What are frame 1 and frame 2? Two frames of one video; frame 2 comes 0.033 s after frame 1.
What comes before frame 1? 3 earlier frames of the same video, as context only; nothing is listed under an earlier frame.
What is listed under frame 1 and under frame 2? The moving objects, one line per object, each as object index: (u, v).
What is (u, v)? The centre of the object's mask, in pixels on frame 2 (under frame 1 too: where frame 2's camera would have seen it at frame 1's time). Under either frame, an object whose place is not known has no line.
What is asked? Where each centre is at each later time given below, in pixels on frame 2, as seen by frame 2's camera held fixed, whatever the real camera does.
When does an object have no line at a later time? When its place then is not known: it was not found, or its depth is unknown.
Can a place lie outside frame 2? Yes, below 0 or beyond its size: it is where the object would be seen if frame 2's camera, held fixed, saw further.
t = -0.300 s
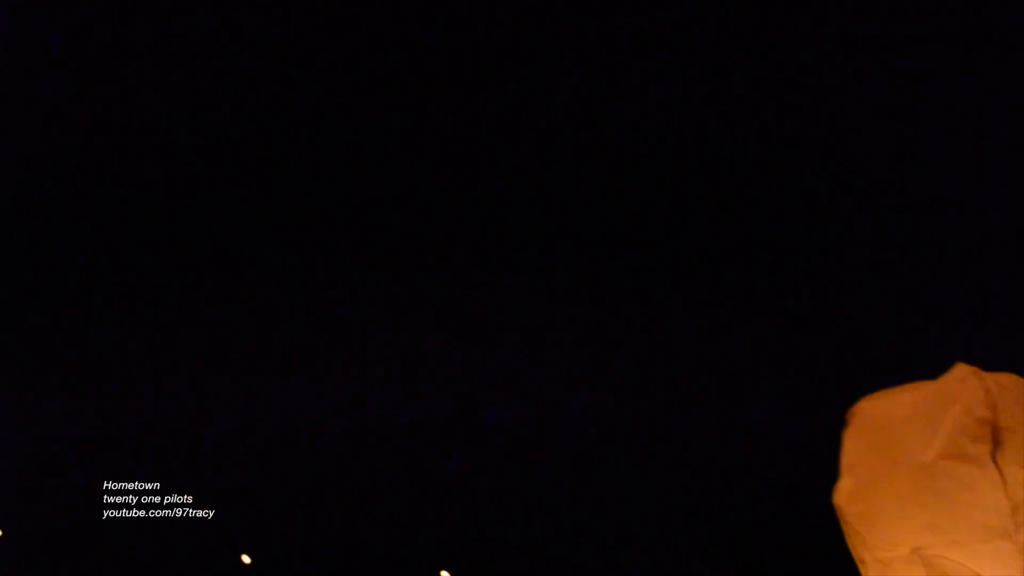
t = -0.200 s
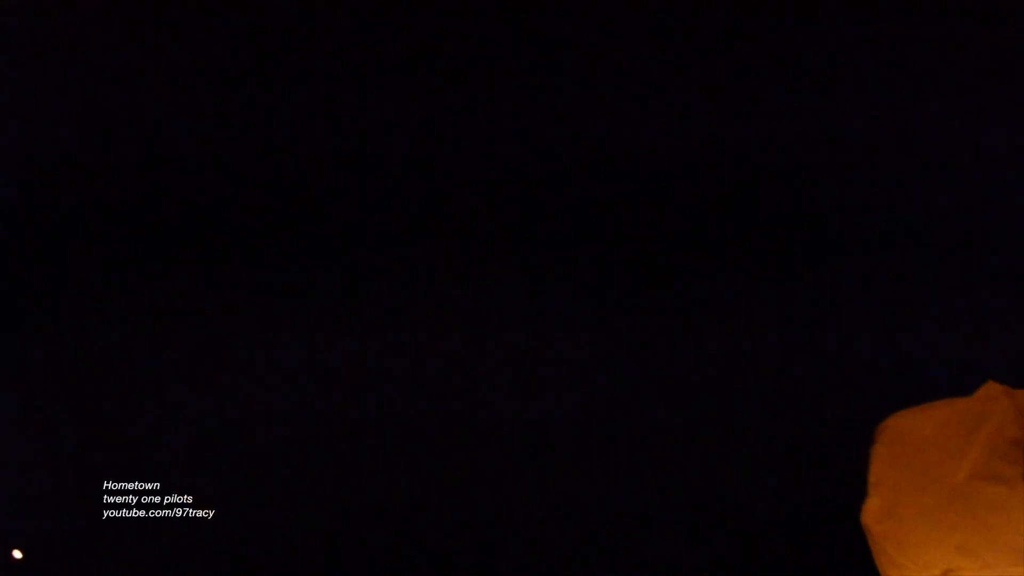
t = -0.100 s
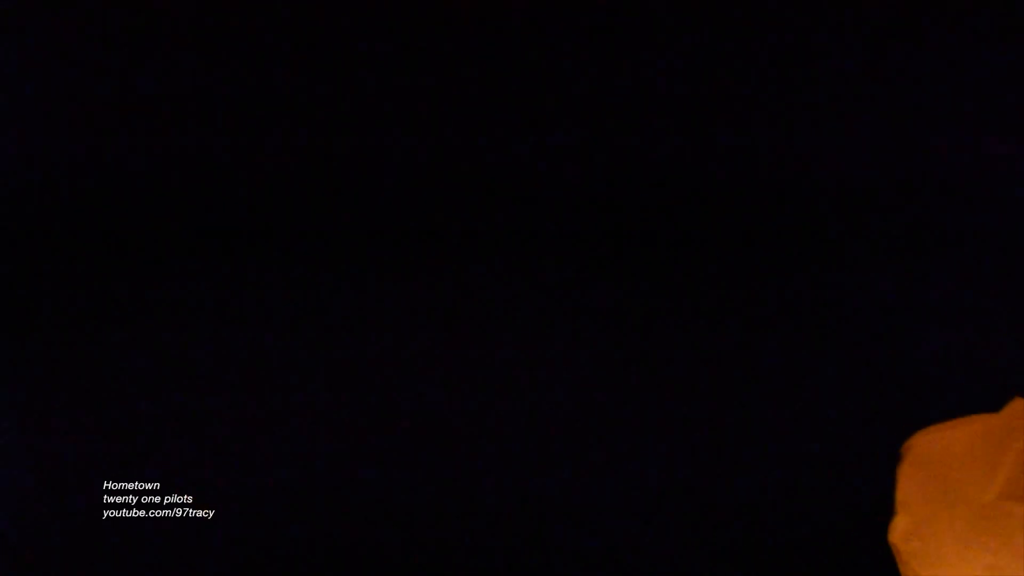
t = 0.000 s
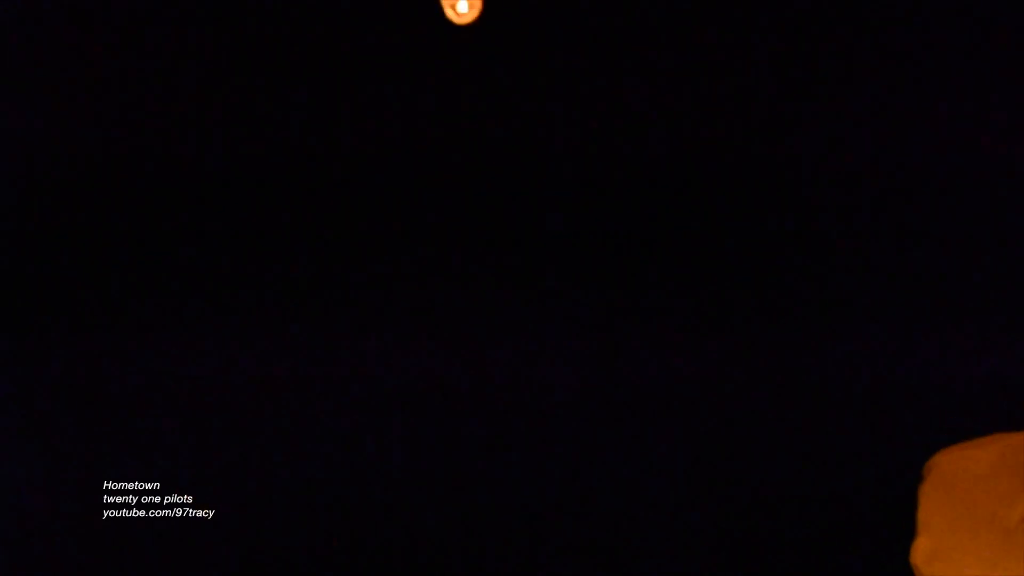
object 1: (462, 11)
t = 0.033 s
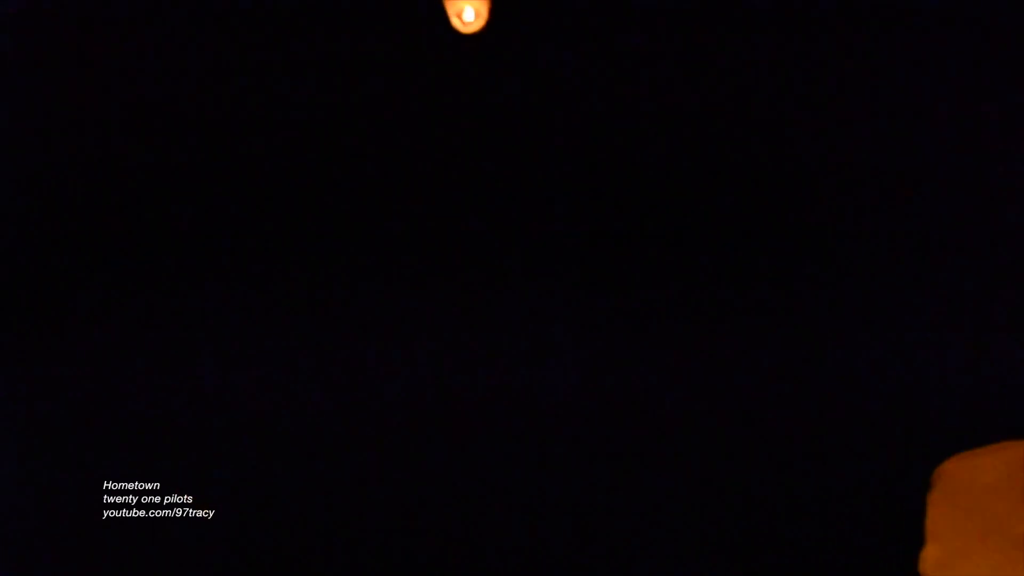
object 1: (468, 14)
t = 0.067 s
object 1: (473, 18)
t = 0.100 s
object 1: (477, 23)
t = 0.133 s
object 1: (481, 29)
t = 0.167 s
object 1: (484, 37)
